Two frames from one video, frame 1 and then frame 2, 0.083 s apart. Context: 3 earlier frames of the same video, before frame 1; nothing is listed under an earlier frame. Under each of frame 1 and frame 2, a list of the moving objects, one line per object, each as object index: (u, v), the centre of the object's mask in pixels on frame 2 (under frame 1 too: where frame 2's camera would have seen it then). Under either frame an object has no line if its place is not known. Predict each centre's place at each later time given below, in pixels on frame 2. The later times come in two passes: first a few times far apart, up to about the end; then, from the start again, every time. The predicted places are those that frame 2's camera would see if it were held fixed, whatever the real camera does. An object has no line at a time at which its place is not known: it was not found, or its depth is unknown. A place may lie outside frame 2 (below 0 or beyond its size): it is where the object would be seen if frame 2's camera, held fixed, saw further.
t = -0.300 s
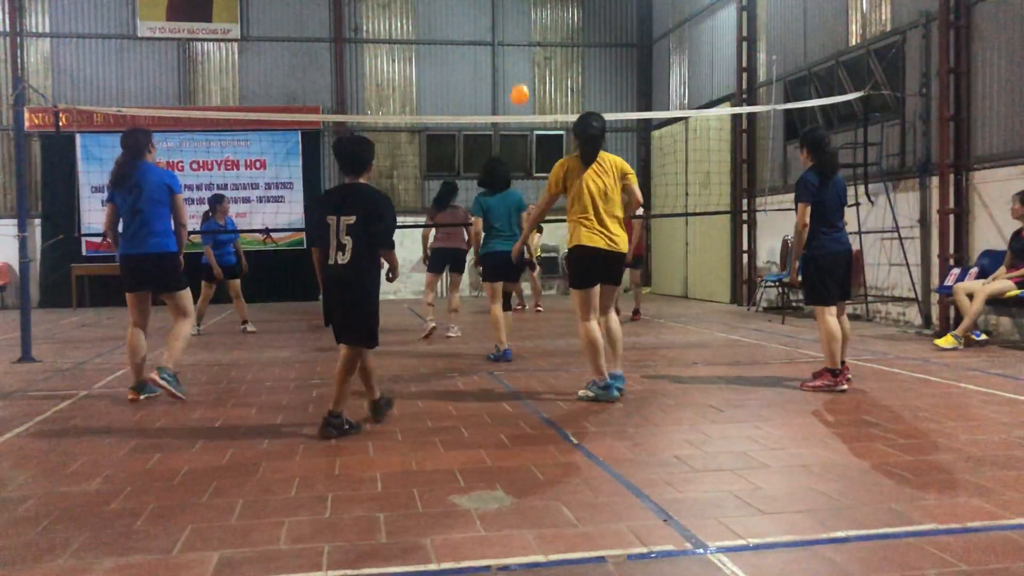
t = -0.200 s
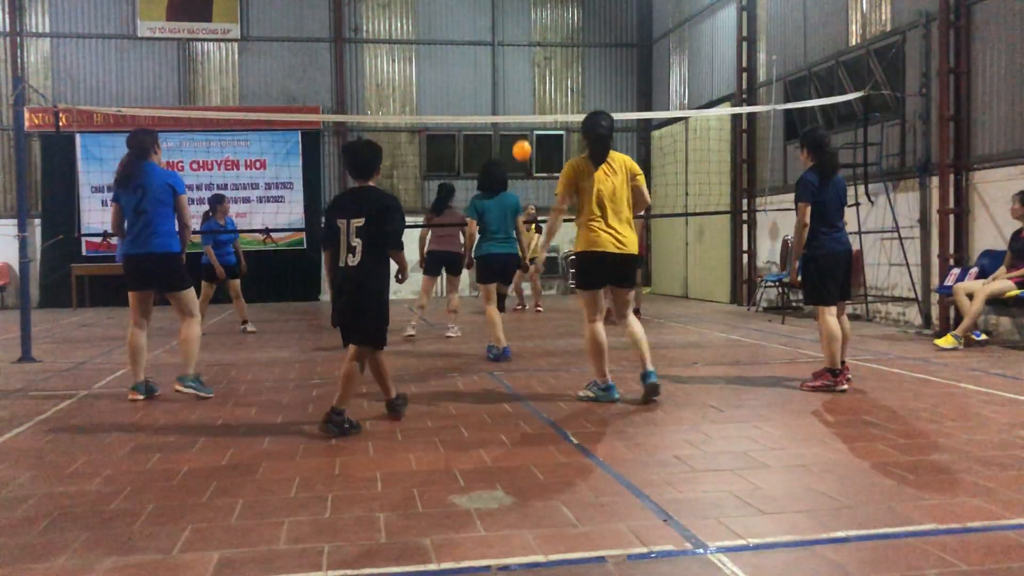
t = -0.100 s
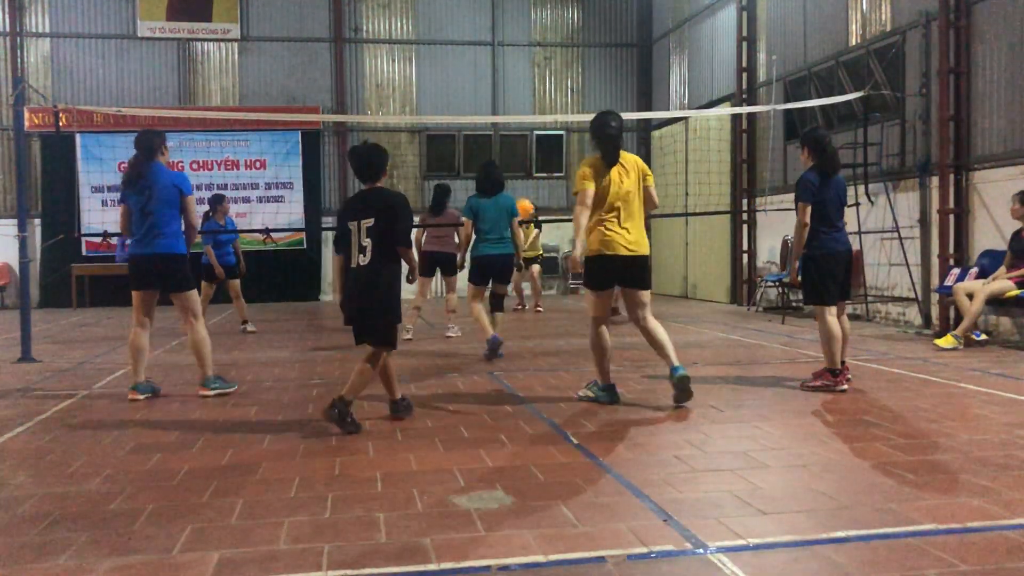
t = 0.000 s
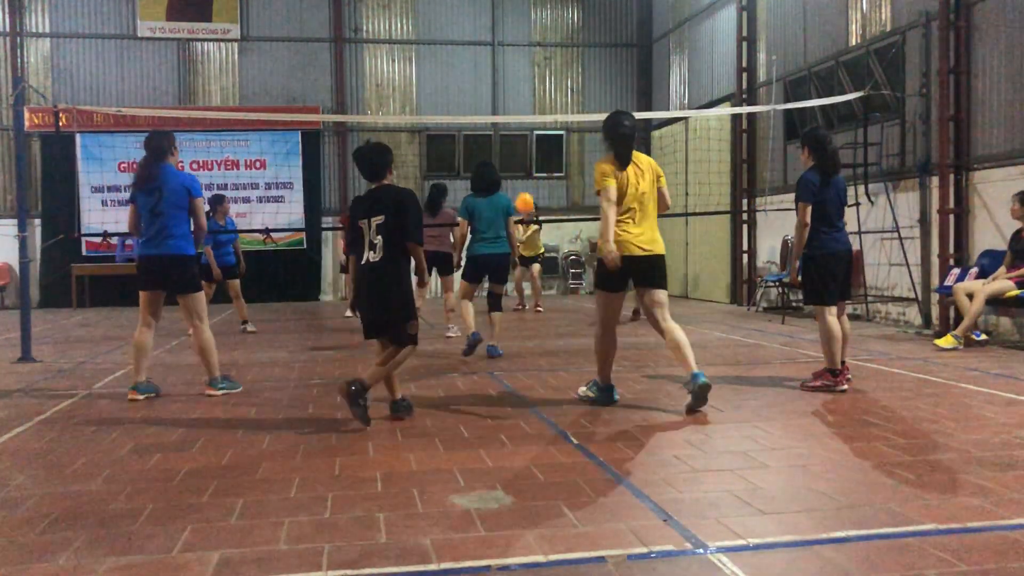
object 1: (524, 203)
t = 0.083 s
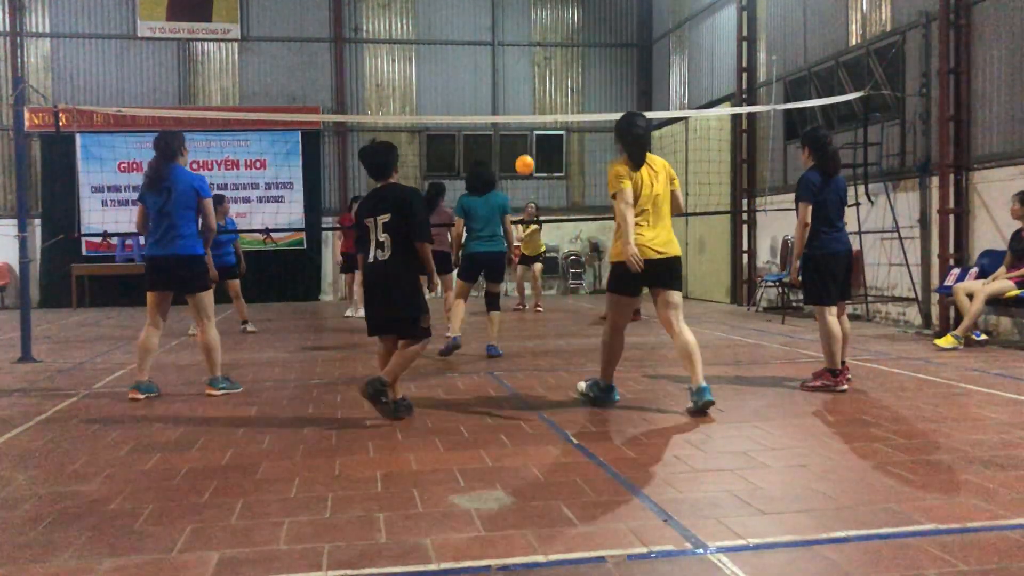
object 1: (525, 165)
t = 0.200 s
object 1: (526, 112)
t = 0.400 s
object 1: (528, 61)
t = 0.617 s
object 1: (529, 37)
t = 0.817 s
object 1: (531, 50)
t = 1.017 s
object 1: (534, 99)
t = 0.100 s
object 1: (525, 157)
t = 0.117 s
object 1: (525, 151)
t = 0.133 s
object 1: (525, 144)
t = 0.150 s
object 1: (525, 137)
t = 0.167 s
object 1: (526, 131)
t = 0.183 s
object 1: (526, 127)
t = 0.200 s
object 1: (526, 112)
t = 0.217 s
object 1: (526, 109)
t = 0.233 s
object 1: (526, 106)
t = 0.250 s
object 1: (527, 101)
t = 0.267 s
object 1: (527, 96)
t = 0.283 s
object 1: (527, 91)
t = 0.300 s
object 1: (527, 86)
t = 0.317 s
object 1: (527, 81)
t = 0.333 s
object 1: (527, 76)
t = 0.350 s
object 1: (528, 72)
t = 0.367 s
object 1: (527, 68)
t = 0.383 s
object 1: (528, 65)
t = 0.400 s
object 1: (528, 61)
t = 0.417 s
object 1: (528, 58)
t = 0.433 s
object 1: (528, 55)
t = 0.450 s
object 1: (528, 52)
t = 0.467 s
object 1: (528, 50)
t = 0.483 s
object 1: (528, 47)
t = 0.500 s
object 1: (529, 45)
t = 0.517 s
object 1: (528, 43)
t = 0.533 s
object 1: (529, 42)
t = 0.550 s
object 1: (529, 40)
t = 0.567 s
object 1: (529, 39)
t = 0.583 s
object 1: (529, 38)
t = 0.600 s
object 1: (529, 37)
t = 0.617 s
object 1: (529, 37)
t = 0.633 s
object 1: (529, 37)
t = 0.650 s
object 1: (529, 37)
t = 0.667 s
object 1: (530, 37)
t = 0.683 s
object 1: (530, 37)
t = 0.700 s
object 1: (530, 38)
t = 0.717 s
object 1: (530, 38)
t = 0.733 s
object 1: (530, 40)
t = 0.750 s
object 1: (530, 41)
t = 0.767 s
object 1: (530, 43)
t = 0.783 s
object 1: (531, 45)
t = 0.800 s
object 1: (531, 47)
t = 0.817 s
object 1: (531, 50)
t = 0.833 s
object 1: (531, 52)
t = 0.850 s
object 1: (532, 55)
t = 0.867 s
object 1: (532, 58)
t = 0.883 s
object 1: (532, 62)
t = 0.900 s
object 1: (532, 65)
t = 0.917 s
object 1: (532, 69)
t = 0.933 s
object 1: (532, 74)
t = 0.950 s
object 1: (533, 78)
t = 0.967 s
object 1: (533, 83)
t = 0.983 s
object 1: (534, 88)
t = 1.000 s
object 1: (534, 94)
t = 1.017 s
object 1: (534, 99)
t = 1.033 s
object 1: (534, 105)
